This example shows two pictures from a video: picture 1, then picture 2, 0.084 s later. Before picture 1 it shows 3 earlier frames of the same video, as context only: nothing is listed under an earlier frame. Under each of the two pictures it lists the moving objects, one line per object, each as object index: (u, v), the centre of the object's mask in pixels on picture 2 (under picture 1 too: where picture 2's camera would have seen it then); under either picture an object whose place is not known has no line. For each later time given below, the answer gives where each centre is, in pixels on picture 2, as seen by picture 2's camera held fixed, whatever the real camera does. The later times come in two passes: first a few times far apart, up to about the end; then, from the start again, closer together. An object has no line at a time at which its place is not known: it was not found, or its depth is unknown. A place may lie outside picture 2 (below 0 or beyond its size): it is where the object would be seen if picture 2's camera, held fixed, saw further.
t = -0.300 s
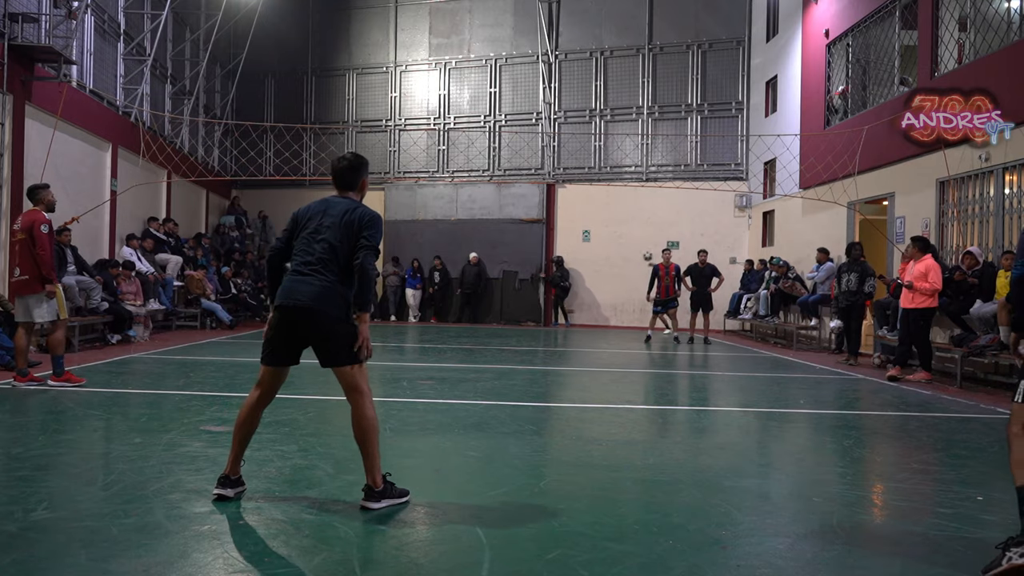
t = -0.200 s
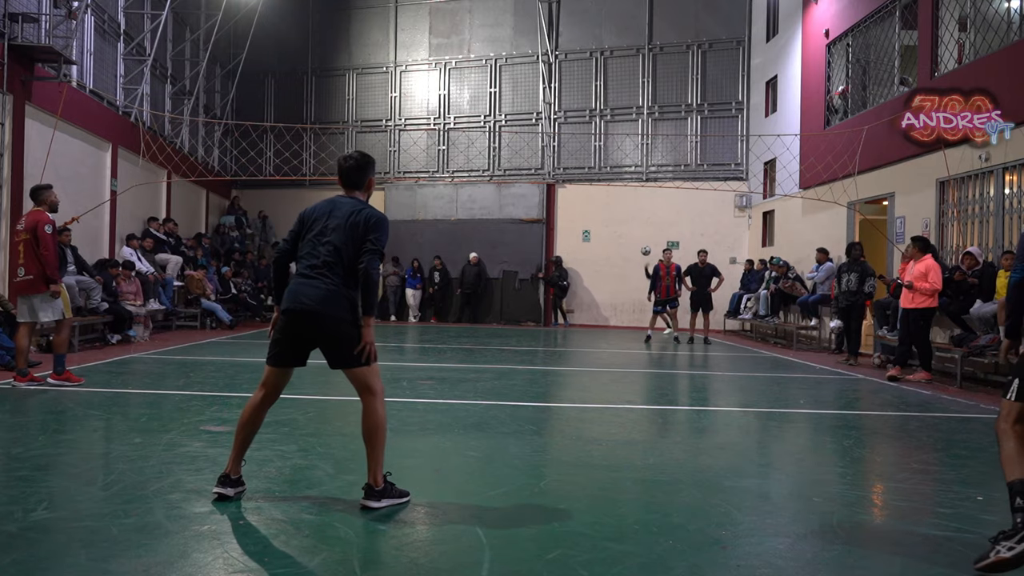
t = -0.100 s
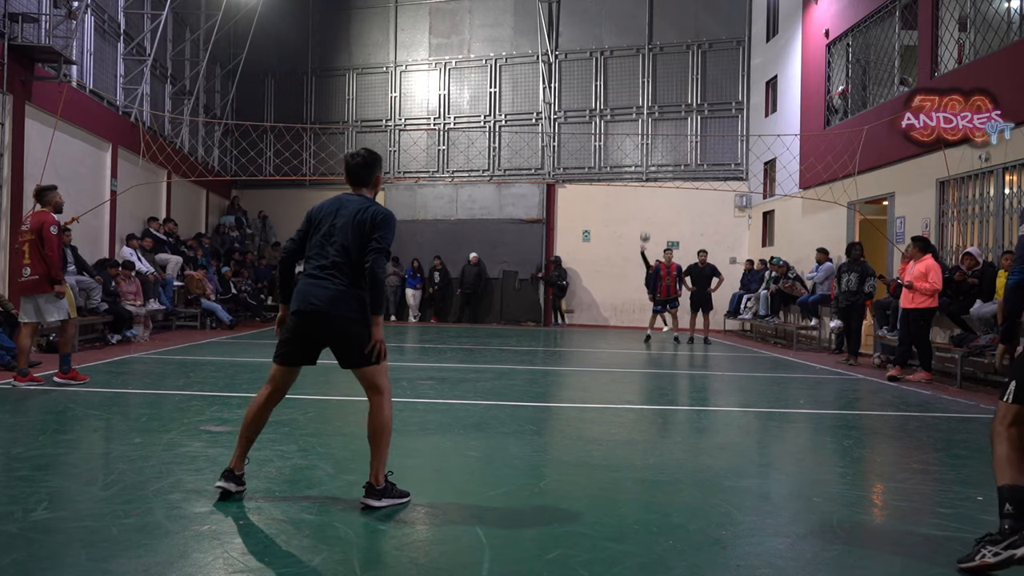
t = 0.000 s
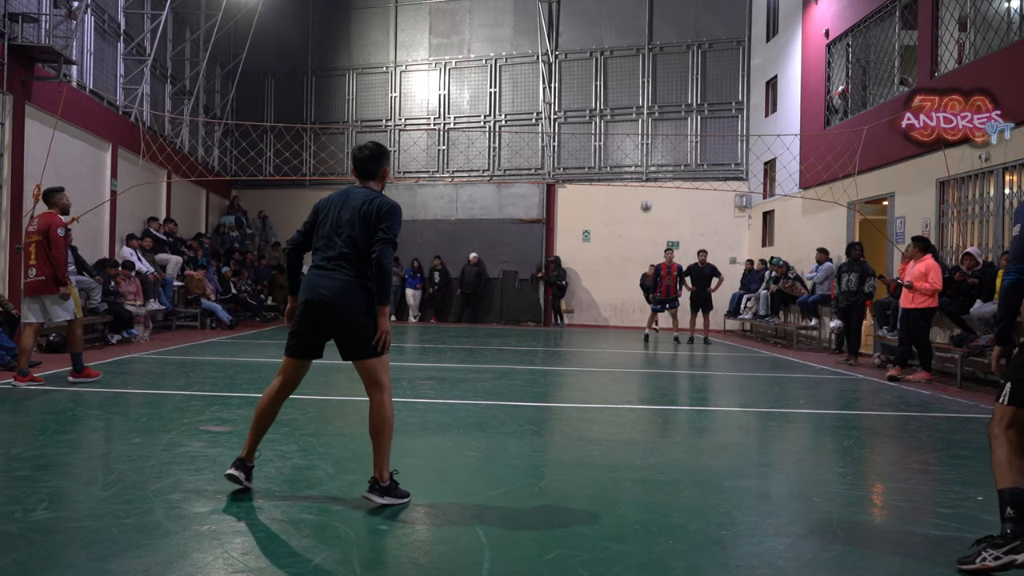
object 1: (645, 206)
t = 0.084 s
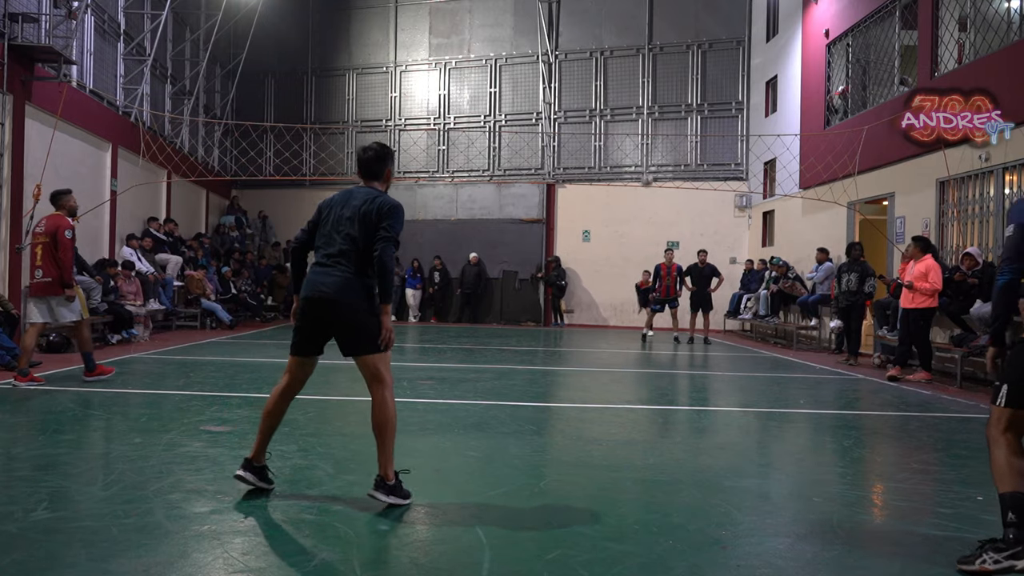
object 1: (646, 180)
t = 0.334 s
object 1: (649, 109)
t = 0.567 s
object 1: (642, 57)
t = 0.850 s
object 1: (621, 43)
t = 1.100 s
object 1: (577, 155)
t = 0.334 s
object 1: (649, 109)
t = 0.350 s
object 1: (648, 104)
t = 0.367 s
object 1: (648, 99)
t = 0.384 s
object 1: (648, 96)
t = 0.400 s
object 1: (647, 91)
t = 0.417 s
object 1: (646, 87)
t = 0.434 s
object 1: (646, 83)
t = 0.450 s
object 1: (646, 79)
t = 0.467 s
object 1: (645, 76)
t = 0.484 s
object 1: (645, 72)
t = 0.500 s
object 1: (644, 69)
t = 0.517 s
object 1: (644, 65)
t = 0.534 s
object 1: (643, 62)
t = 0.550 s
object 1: (643, 59)
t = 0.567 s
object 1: (642, 57)
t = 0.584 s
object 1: (641, 54)
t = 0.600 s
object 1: (640, 51)
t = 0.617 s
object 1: (639, 49)
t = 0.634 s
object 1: (639, 47)
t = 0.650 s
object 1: (638, 45)
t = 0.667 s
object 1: (636, 43)
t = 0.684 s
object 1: (636, 42)
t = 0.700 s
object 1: (635, 40)
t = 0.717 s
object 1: (633, 39)
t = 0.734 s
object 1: (632, 39)
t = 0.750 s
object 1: (631, 38)
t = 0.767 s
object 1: (629, 38)
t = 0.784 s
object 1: (628, 39)
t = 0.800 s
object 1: (626, 39)
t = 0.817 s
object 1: (624, 40)
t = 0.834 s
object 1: (623, 41)
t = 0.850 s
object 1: (621, 43)
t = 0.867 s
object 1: (619, 45)
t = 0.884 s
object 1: (617, 48)
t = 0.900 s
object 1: (615, 52)
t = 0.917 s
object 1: (613, 55)
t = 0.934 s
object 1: (611, 60)
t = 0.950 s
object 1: (609, 65)
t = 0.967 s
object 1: (606, 71)
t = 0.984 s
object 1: (604, 78)
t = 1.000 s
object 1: (601, 85)
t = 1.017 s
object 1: (598, 94)
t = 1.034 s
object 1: (595, 103)
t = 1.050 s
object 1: (591, 116)
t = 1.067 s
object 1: (587, 127)
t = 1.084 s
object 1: (581, 142)
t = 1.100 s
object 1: (577, 155)
